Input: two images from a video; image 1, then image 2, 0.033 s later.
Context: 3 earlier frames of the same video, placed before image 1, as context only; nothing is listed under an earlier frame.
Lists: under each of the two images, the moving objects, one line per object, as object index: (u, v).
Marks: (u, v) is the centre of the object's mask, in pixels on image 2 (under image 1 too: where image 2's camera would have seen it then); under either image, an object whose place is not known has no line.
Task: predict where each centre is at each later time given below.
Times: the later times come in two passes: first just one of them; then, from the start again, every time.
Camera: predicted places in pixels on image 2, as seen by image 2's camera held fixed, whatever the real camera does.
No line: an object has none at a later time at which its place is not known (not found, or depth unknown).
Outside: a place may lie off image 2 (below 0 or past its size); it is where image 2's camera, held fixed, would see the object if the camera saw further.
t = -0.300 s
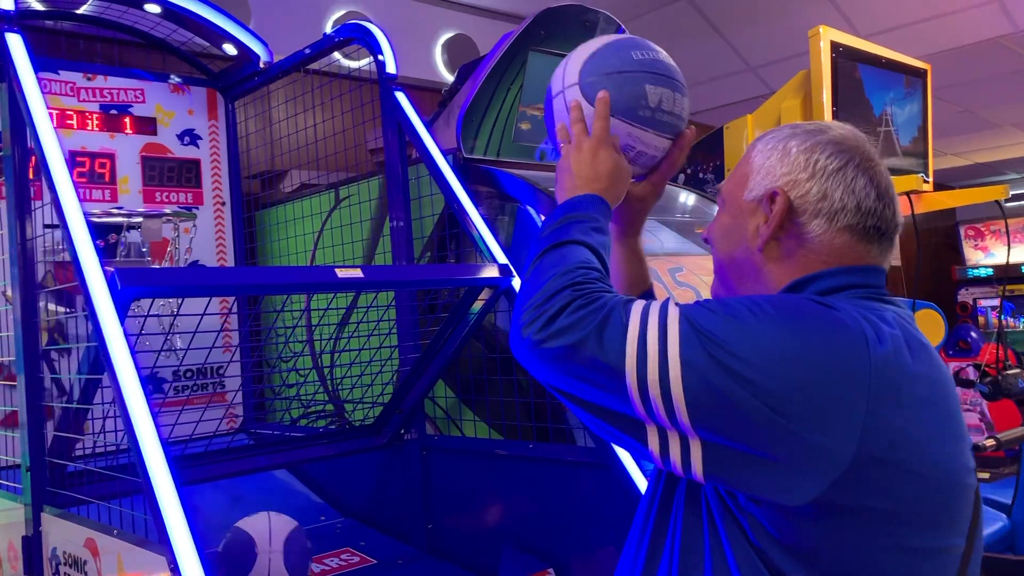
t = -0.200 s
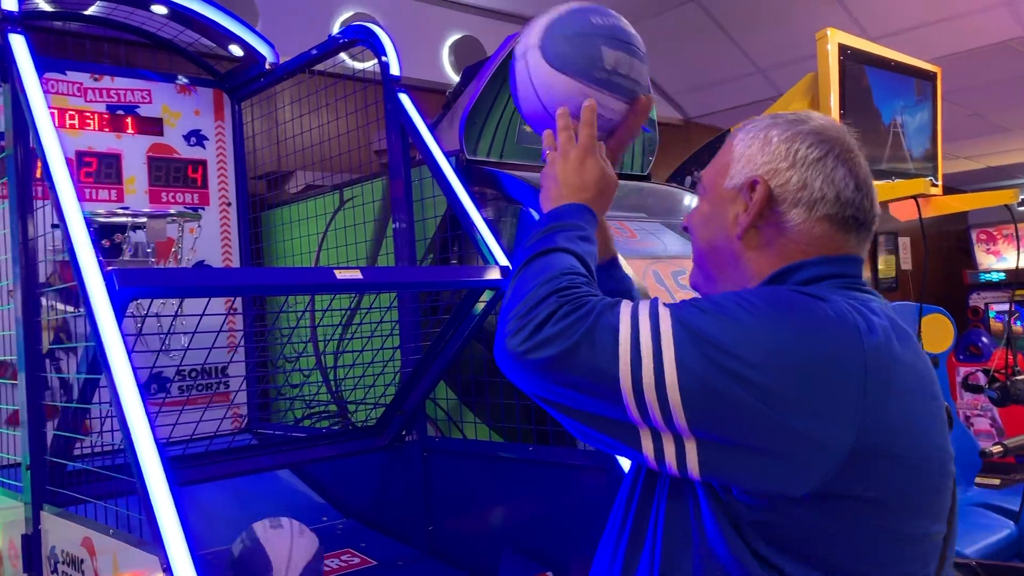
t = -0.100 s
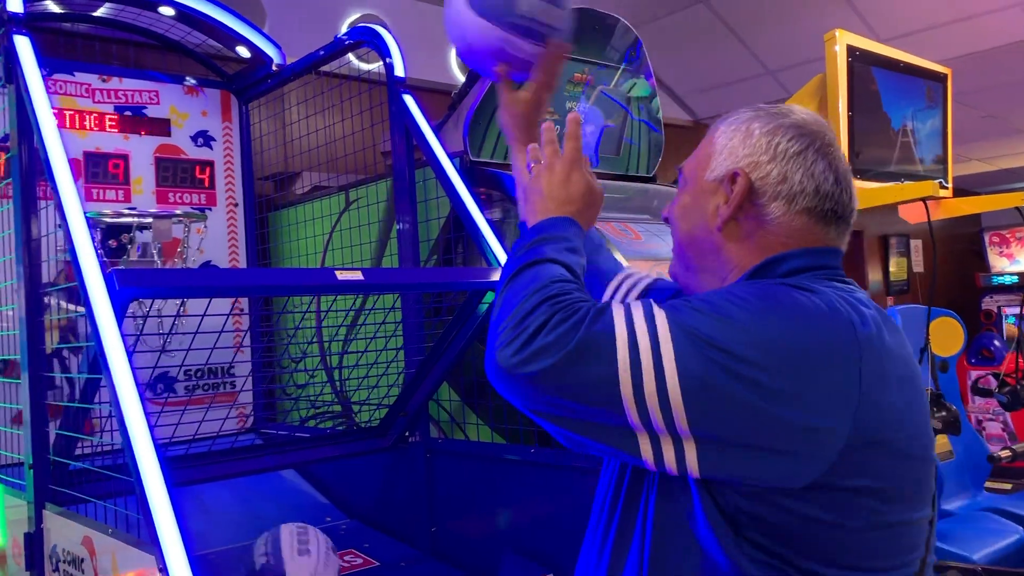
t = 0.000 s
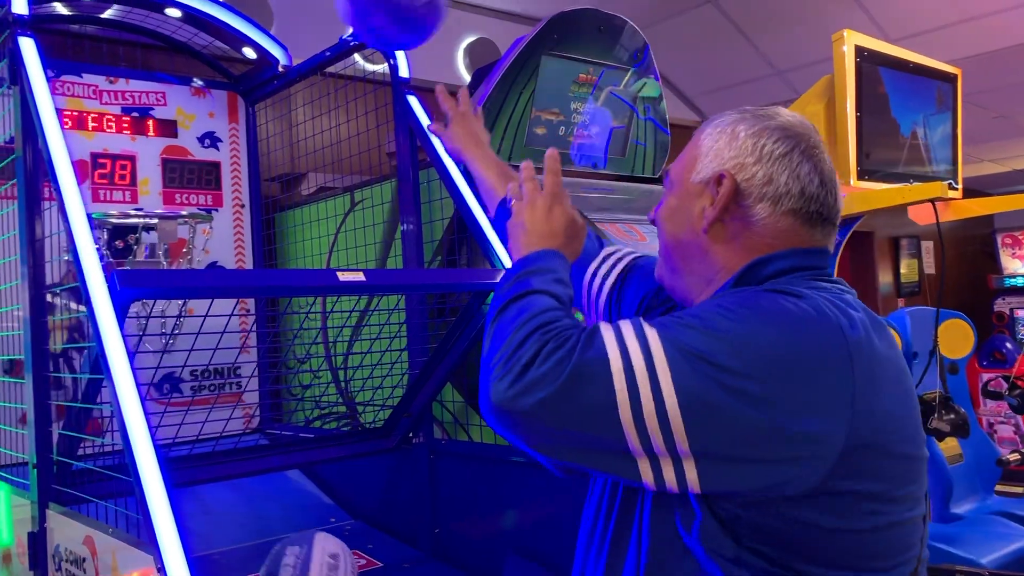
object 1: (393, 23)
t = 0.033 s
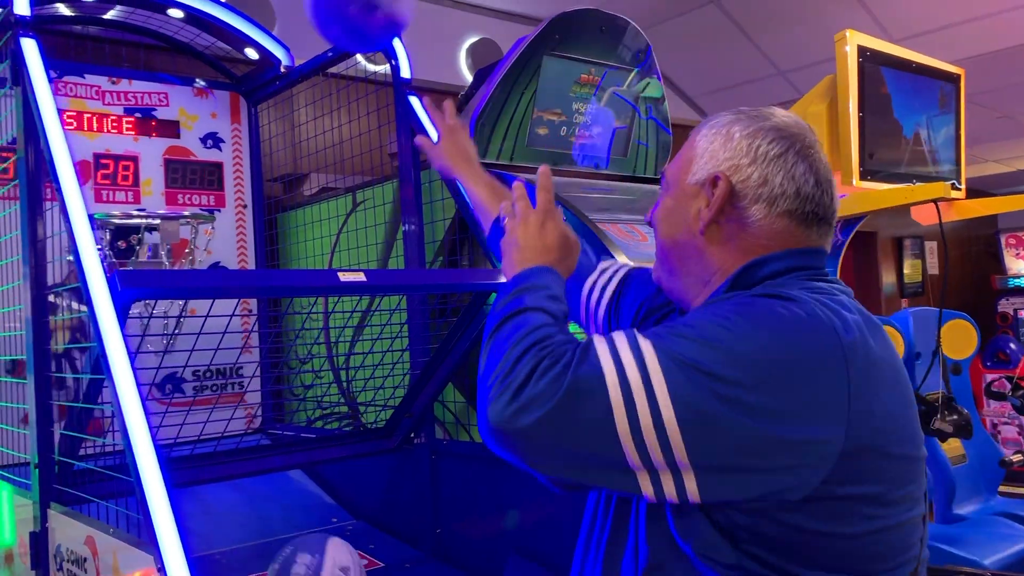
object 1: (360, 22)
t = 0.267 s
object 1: (190, 128)
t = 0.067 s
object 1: (326, 25)
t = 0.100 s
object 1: (301, 30)
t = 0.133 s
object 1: (275, 39)
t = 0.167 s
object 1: (252, 55)
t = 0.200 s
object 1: (230, 77)
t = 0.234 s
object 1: (210, 101)
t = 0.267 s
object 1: (190, 128)
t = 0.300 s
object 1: (173, 158)
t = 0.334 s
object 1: (164, 177)
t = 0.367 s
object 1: (158, 167)
